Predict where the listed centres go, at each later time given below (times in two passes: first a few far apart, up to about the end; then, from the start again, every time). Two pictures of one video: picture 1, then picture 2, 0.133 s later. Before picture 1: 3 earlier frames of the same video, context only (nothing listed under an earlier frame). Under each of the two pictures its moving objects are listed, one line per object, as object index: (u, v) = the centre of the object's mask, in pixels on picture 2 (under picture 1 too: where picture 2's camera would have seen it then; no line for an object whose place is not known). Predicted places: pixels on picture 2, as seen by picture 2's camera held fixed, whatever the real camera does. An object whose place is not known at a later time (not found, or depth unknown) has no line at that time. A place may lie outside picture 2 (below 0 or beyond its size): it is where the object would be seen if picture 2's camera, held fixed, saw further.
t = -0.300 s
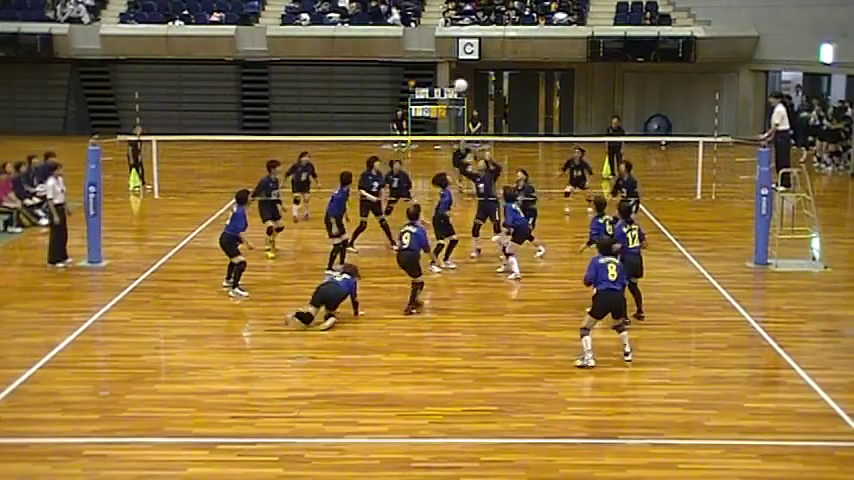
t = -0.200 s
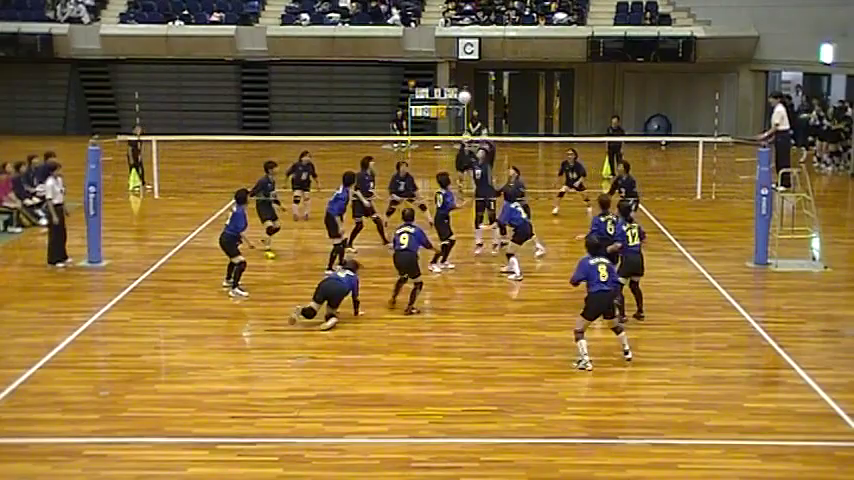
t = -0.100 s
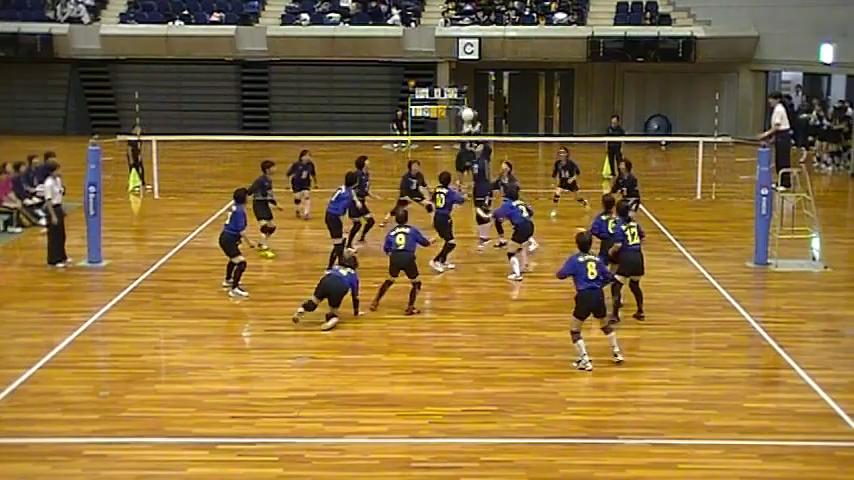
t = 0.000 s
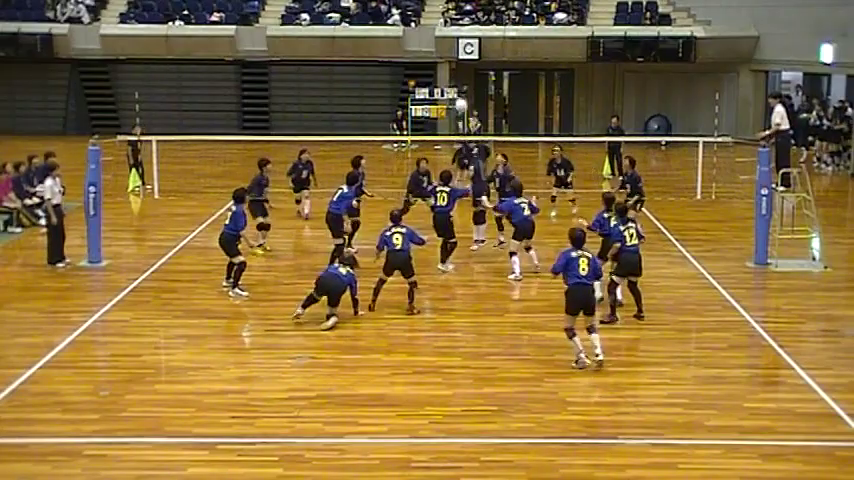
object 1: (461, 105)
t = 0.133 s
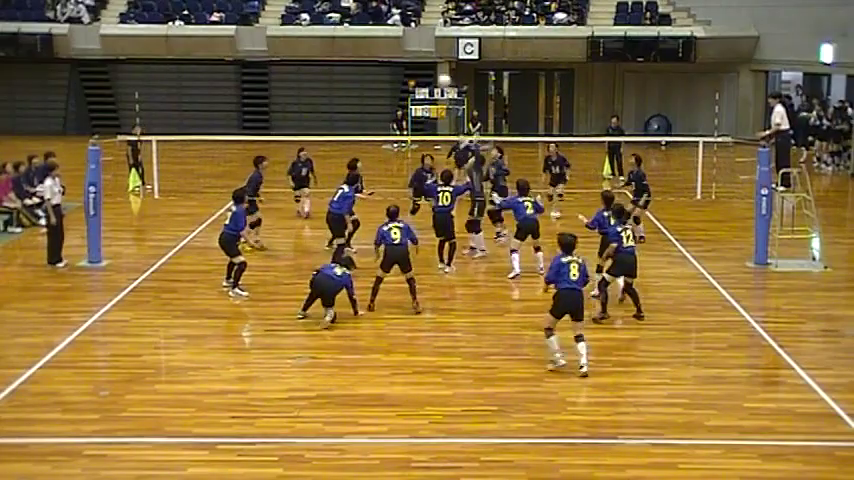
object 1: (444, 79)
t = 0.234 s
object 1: (431, 68)
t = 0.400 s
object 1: (411, 62)
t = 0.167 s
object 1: (439, 74)
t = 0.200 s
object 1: (436, 71)
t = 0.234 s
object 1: (431, 68)
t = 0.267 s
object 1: (427, 65)
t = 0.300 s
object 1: (423, 63)
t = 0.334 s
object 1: (419, 62)
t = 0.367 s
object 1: (415, 62)
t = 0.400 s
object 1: (411, 62)
